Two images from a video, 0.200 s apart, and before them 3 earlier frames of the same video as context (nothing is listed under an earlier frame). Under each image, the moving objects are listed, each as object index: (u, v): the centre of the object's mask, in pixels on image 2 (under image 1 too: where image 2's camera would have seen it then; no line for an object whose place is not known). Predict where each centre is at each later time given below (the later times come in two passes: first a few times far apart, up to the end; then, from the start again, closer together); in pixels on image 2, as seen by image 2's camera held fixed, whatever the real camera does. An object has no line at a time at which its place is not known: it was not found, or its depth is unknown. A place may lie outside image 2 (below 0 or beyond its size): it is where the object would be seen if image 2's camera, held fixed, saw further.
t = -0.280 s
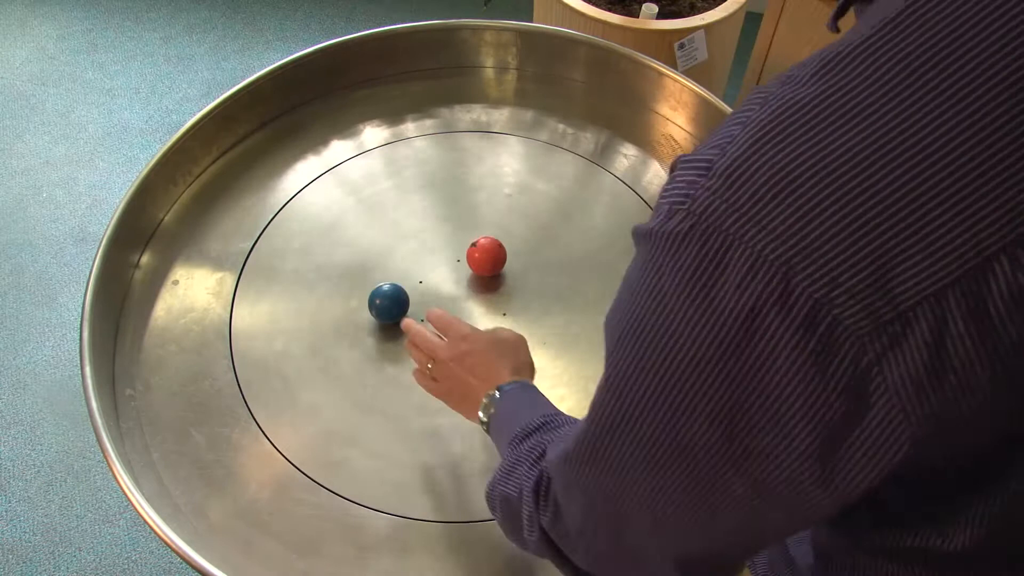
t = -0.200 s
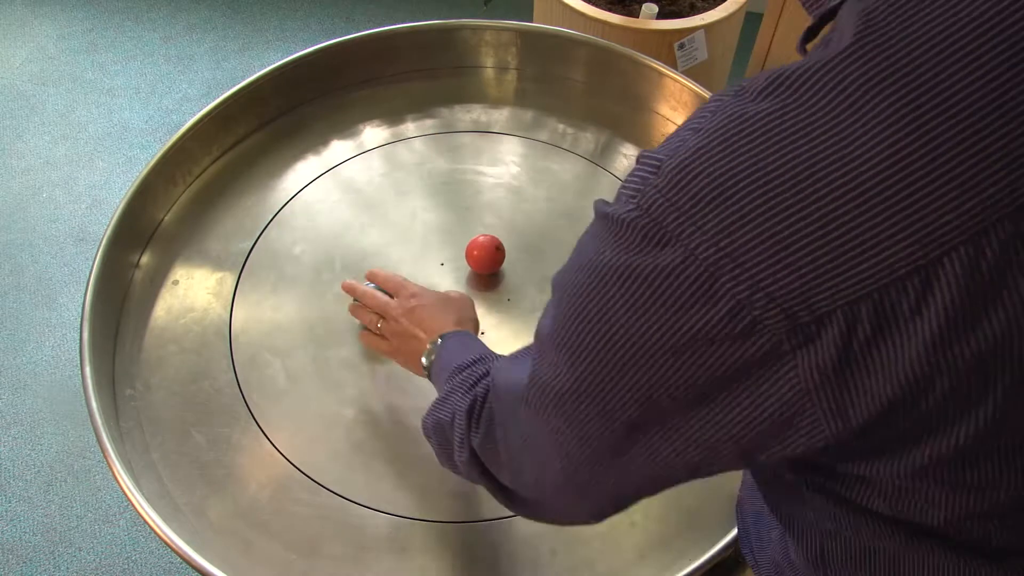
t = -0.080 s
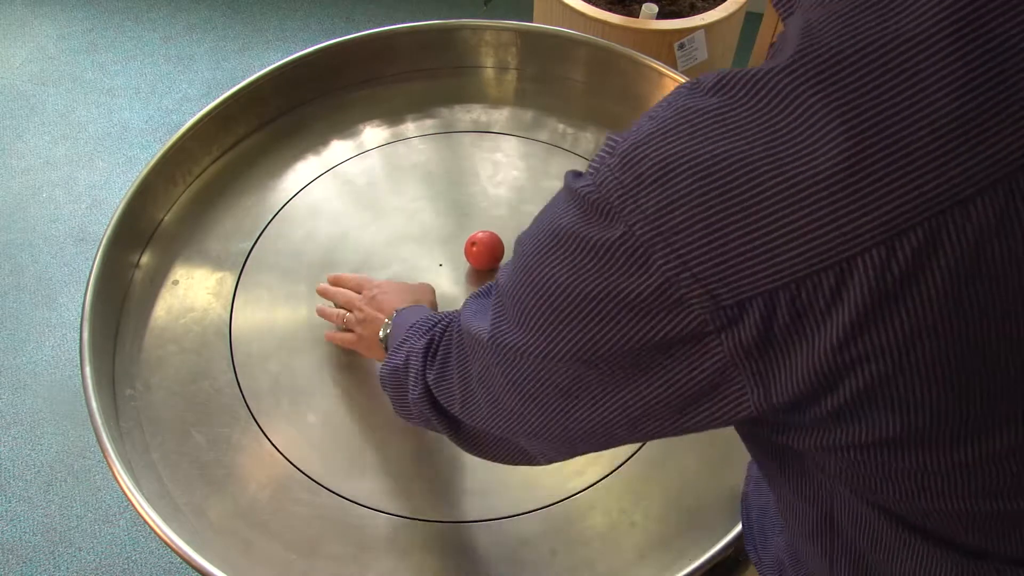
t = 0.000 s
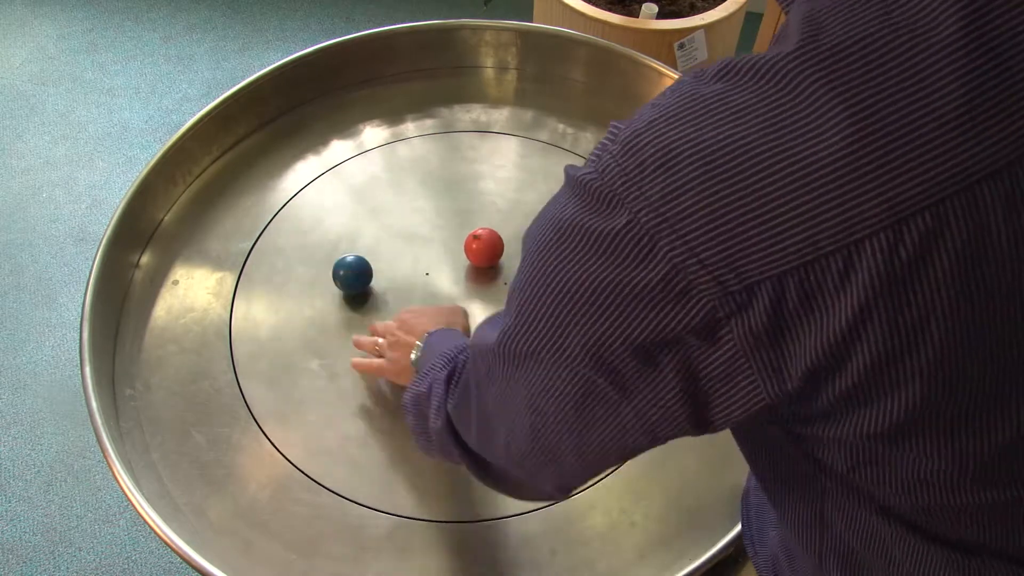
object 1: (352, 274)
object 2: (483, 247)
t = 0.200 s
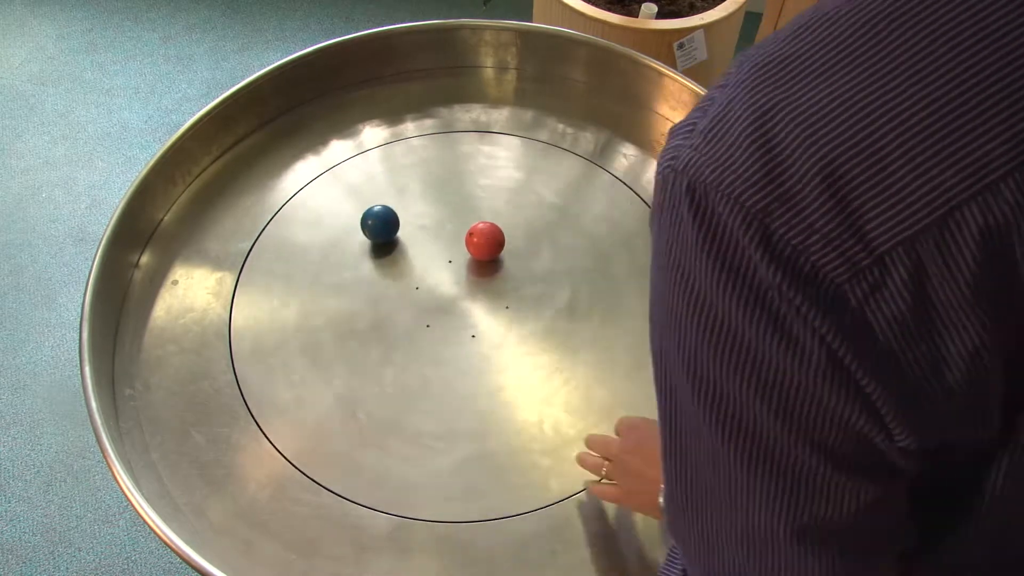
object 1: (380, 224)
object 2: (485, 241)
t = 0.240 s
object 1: (389, 215)
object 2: (485, 240)
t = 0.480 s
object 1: (453, 183)
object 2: (490, 235)
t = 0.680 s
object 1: (514, 179)
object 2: (494, 233)
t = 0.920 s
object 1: (579, 204)
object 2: (497, 233)
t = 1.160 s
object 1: (618, 255)
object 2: (498, 234)
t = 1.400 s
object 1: (613, 317)
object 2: (495, 236)
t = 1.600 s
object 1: (571, 361)
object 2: (490, 237)
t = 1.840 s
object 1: (490, 383)
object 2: (482, 235)
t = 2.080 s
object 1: (408, 360)
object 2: (475, 230)
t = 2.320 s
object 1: (358, 303)
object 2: (471, 224)
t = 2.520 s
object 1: (352, 247)
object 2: (469, 218)
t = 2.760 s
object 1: (384, 189)
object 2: (470, 212)
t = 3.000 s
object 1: (445, 154)
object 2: (473, 208)
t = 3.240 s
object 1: (517, 148)
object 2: (477, 206)
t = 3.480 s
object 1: (581, 172)
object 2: (479, 206)
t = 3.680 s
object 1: (615, 212)
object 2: (479, 208)
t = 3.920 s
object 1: (617, 273)
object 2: (476, 210)
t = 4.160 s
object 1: (572, 326)
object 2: (470, 211)
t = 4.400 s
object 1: (491, 349)
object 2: (463, 211)
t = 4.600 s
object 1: (420, 337)
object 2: (456, 209)
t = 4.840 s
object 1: (359, 289)
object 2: (449, 203)
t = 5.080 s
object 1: (342, 225)
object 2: (445, 198)
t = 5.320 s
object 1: (368, 167)
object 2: (445, 192)
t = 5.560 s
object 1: (424, 128)
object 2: (446, 187)
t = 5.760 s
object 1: (481, 116)
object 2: (449, 184)
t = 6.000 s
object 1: (509, 98)
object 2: (452, 184)
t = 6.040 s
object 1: (507, 95)
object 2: (453, 184)
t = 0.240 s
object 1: (389, 215)
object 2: (485, 240)
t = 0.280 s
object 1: (398, 208)
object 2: (486, 239)
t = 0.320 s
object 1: (408, 201)
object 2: (487, 238)
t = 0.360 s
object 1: (419, 195)
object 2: (488, 237)
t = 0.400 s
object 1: (430, 190)
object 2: (488, 236)
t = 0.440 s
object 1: (441, 186)
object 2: (489, 236)
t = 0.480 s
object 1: (453, 183)
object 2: (490, 235)
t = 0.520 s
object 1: (465, 180)
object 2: (491, 234)
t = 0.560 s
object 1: (478, 178)
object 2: (491, 234)
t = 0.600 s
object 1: (490, 178)
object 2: (492, 234)
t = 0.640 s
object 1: (502, 178)
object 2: (493, 233)
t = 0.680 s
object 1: (514, 179)
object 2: (494, 233)
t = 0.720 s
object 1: (526, 181)
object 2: (494, 233)
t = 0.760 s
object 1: (538, 184)
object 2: (495, 233)
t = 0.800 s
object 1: (549, 188)
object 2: (495, 233)
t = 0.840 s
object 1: (560, 192)
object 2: (496, 233)
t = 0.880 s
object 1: (570, 197)
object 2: (497, 233)
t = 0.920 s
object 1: (579, 204)
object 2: (497, 233)
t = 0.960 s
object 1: (588, 211)
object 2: (497, 233)
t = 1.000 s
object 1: (596, 218)
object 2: (498, 233)
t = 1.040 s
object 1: (603, 227)
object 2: (498, 233)
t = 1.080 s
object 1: (609, 236)
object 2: (498, 234)
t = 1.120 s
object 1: (614, 245)
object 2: (498, 234)
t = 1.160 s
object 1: (618, 255)
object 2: (498, 234)
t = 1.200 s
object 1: (621, 265)
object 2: (498, 235)
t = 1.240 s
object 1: (622, 275)
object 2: (497, 235)
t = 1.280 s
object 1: (622, 286)
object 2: (497, 235)
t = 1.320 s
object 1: (620, 296)
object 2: (496, 236)
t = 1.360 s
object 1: (617, 307)
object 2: (496, 236)
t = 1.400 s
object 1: (613, 317)
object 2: (495, 236)
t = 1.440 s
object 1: (607, 327)
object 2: (494, 237)
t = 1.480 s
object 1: (600, 337)
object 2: (493, 237)
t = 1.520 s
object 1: (591, 346)
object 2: (492, 237)
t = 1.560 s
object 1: (581, 354)
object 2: (491, 237)
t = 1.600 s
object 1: (571, 361)
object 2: (490, 237)
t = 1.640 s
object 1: (559, 367)
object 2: (488, 237)
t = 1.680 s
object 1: (546, 373)
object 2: (487, 236)
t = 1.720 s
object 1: (533, 377)
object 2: (486, 236)
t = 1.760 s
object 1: (519, 380)
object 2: (485, 235)
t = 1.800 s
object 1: (504, 382)
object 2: (483, 235)
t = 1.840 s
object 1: (490, 383)
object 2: (482, 235)
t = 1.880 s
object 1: (475, 382)
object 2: (481, 234)
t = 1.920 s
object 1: (461, 380)
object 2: (480, 233)
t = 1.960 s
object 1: (447, 377)
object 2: (479, 233)
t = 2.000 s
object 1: (433, 372)
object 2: (478, 232)
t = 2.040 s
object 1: (420, 366)
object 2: (477, 231)
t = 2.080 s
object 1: (408, 360)
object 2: (475, 230)
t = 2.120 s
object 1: (397, 352)
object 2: (474, 229)
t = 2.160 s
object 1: (386, 344)
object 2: (473, 228)
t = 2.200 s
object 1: (377, 334)
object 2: (473, 227)
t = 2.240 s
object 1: (369, 324)
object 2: (472, 226)
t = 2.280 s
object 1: (363, 314)
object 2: (471, 225)
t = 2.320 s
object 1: (358, 303)
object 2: (471, 224)
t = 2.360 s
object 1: (354, 292)
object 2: (470, 223)
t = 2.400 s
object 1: (351, 280)
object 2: (470, 221)
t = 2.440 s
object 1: (350, 269)
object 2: (469, 220)
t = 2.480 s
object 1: (350, 258)
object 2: (469, 219)
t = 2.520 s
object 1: (352, 247)
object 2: (469, 218)
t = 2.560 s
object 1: (354, 236)
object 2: (469, 217)
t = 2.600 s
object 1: (358, 225)
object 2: (469, 215)
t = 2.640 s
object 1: (364, 215)
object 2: (469, 214)
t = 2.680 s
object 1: (370, 206)
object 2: (469, 214)
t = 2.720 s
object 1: (377, 197)
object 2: (470, 213)
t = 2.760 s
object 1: (384, 189)
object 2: (470, 212)
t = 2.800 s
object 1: (393, 181)
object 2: (471, 211)
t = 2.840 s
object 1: (403, 174)
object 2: (471, 210)
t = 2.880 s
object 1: (412, 168)
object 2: (472, 210)
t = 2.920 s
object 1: (423, 162)
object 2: (472, 209)
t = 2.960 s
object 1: (434, 158)
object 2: (473, 208)
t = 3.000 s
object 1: (445, 154)
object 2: (473, 208)
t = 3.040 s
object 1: (457, 150)
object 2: (474, 207)
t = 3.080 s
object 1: (469, 149)
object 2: (474, 207)
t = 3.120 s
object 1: (481, 147)
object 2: (475, 207)
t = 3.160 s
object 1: (493, 146)
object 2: (476, 206)
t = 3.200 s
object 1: (505, 147)
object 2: (476, 206)
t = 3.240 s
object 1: (517, 148)
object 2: (477, 206)
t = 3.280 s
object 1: (528, 150)
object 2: (477, 206)
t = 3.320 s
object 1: (540, 153)
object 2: (478, 206)
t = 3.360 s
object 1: (551, 156)
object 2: (478, 206)
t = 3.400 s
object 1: (562, 161)
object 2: (479, 206)
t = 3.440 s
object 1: (571, 166)
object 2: (479, 206)
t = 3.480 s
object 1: (581, 172)
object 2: (479, 206)
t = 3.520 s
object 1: (590, 178)
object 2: (479, 206)
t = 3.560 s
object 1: (597, 186)
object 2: (480, 207)
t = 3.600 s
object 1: (604, 194)
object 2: (480, 207)
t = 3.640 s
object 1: (610, 203)
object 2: (479, 208)
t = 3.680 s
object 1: (615, 212)
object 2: (479, 208)
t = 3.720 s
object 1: (618, 222)
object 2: (479, 208)
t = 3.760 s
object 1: (620, 232)
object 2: (479, 209)
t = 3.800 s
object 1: (621, 242)
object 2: (478, 209)
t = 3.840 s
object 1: (621, 252)
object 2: (478, 209)
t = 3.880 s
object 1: (620, 262)
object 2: (477, 210)
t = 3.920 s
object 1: (617, 273)
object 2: (476, 210)
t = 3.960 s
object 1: (613, 282)
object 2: (475, 210)
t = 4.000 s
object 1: (607, 292)
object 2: (474, 211)
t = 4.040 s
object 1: (600, 301)
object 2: (473, 211)
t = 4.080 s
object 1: (592, 310)
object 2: (472, 211)
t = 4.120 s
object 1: (582, 319)
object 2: (471, 211)
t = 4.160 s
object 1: (572, 326)
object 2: (470, 211)
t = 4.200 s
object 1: (560, 333)
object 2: (469, 211)
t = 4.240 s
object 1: (548, 338)
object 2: (468, 211)
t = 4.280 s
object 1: (535, 342)
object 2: (467, 211)
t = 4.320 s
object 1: (521, 346)
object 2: (465, 211)
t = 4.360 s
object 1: (506, 348)
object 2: (464, 211)
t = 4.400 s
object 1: (491, 349)
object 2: (463, 211)
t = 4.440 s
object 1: (477, 350)
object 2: (461, 211)
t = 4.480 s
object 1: (462, 348)
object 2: (460, 210)
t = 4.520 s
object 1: (447, 346)
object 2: (458, 210)
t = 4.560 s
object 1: (433, 342)
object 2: (457, 209)
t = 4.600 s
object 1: (420, 337)
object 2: (456, 209)
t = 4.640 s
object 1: (407, 331)
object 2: (455, 208)
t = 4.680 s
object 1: (395, 324)
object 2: (453, 207)
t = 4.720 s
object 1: (384, 316)
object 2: (452, 206)
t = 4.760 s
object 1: (374, 307)
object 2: (451, 205)
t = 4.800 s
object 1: (366, 298)
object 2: (450, 204)
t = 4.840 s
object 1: (359, 289)
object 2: (449, 203)
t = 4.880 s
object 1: (353, 278)
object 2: (448, 202)
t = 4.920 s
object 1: (348, 267)
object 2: (448, 201)
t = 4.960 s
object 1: (344, 257)
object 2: (447, 200)
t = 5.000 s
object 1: (343, 246)
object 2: (446, 199)
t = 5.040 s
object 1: (342, 236)
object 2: (446, 198)
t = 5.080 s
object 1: (342, 225)
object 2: (445, 198)
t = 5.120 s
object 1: (344, 214)
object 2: (445, 196)
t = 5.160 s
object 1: (347, 204)
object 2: (445, 196)
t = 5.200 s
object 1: (351, 194)
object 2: (445, 195)
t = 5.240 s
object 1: (355, 184)
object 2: (445, 193)
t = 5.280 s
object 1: (361, 175)
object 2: (445, 193)
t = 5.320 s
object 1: (368, 167)
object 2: (445, 192)
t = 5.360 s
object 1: (376, 159)
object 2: (445, 191)
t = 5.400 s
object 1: (384, 151)
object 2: (445, 190)
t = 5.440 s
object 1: (393, 145)
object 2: (445, 189)
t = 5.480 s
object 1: (403, 138)
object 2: (445, 188)
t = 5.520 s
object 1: (414, 133)
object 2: (446, 187)
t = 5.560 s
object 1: (424, 128)
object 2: (446, 187)
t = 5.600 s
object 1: (435, 125)
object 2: (447, 186)
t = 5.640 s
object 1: (447, 121)
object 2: (448, 185)
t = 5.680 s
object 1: (458, 119)
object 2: (448, 185)
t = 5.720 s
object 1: (470, 117)
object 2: (449, 184)
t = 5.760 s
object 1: (481, 116)
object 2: (449, 184)
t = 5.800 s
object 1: (491, 113)
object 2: (450, 184)
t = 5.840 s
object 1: (499, 110)
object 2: (451, 184)
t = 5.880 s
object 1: (504, 107)
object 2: (451, 184)
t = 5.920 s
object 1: (508, 104)
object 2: (452, 184)
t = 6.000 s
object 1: (509, 98)
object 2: (452, 184)
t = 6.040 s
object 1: (507, 95)
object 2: (453, 184)
